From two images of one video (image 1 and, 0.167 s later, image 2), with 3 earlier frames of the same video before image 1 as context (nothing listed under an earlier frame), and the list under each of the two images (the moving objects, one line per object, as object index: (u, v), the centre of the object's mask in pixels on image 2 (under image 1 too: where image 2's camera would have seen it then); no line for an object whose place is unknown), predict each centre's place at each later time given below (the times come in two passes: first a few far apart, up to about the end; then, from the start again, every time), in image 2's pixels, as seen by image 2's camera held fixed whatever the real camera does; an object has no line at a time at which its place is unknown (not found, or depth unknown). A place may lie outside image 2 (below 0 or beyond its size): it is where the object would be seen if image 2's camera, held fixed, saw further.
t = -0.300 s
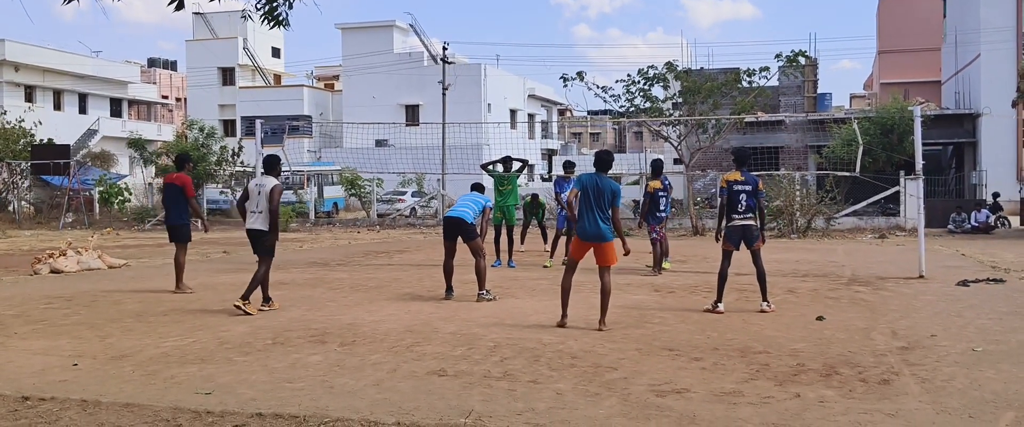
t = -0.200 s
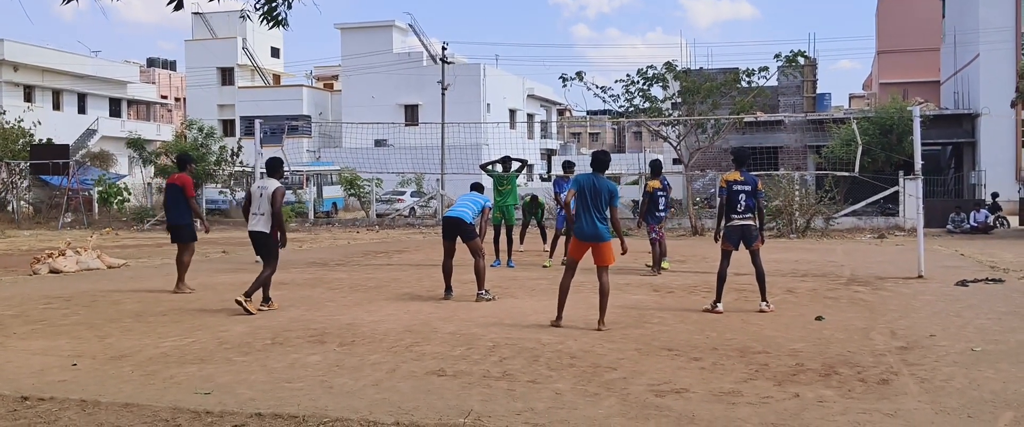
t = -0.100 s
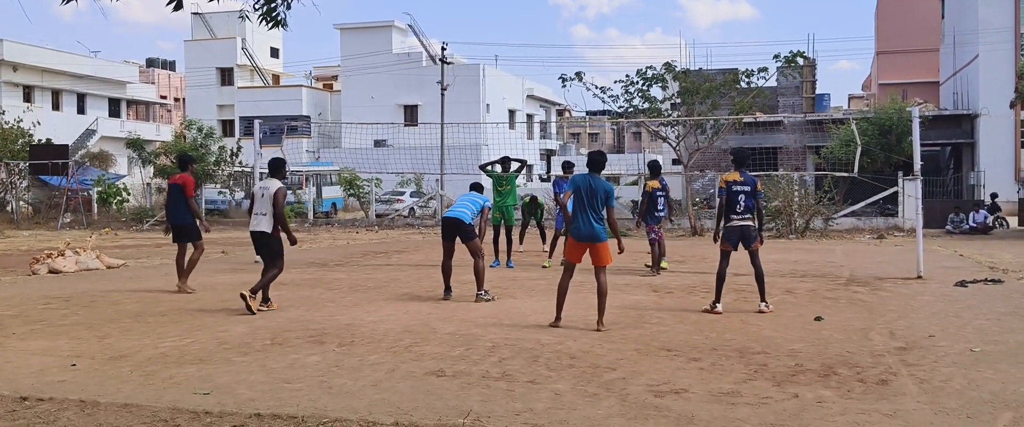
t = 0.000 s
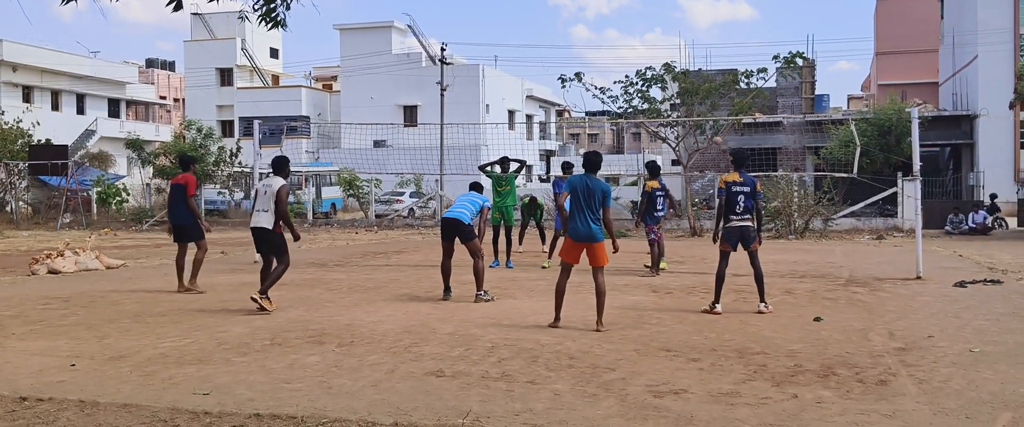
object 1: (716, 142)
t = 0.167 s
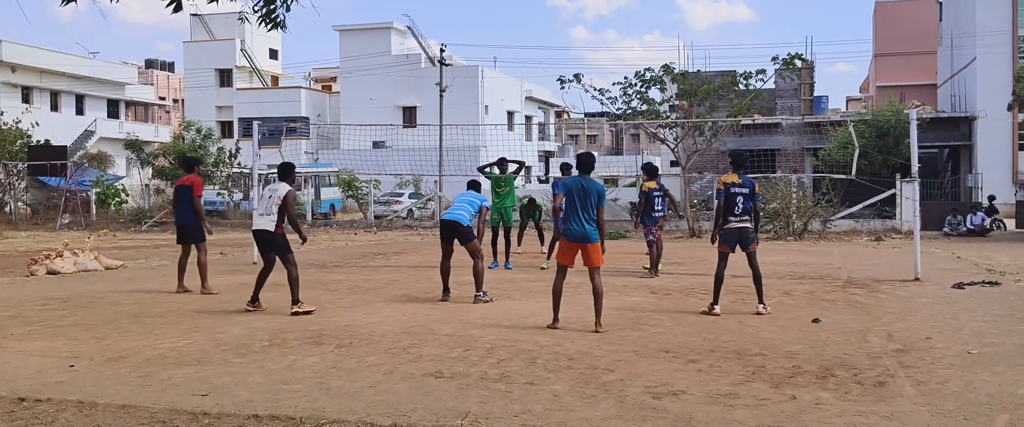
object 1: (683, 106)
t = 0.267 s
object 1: (658, 88)
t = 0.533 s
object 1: (576, 53)
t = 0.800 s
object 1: (468, 49)
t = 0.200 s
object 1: (675, 99)
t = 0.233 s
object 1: (666, 93)
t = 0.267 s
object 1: (658, 88)
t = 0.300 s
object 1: (650, 81)
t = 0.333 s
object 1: (639, 76)
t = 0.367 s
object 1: (630, 71)
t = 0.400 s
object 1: (620, 67)
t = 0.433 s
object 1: (610, 63)
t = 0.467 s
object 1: (599, 59)
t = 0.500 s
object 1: (588, 56)
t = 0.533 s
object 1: (576, 53)
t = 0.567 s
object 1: (564, 50)
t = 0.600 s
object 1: (552, 48)
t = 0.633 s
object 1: (540, 47)
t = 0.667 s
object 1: (526, 46)
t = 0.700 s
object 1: (512, 46)
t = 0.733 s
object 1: (498, 46)
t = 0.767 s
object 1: (484, 47)
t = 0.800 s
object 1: (468, 49)
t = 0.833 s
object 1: (452, 51)
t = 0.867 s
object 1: (437, 54)
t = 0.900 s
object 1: (419, 57)
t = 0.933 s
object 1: (402, 61)
